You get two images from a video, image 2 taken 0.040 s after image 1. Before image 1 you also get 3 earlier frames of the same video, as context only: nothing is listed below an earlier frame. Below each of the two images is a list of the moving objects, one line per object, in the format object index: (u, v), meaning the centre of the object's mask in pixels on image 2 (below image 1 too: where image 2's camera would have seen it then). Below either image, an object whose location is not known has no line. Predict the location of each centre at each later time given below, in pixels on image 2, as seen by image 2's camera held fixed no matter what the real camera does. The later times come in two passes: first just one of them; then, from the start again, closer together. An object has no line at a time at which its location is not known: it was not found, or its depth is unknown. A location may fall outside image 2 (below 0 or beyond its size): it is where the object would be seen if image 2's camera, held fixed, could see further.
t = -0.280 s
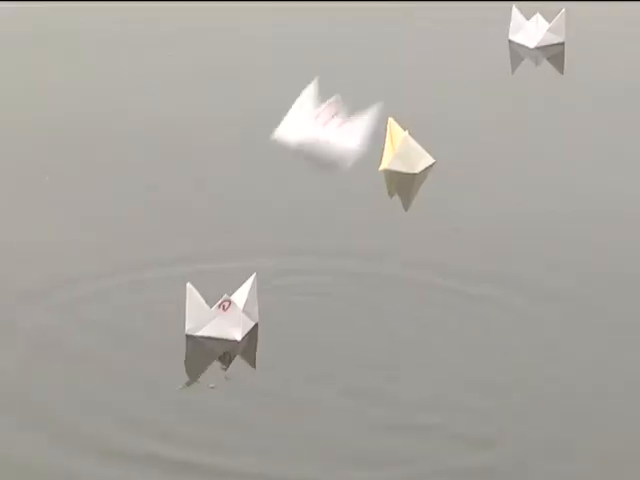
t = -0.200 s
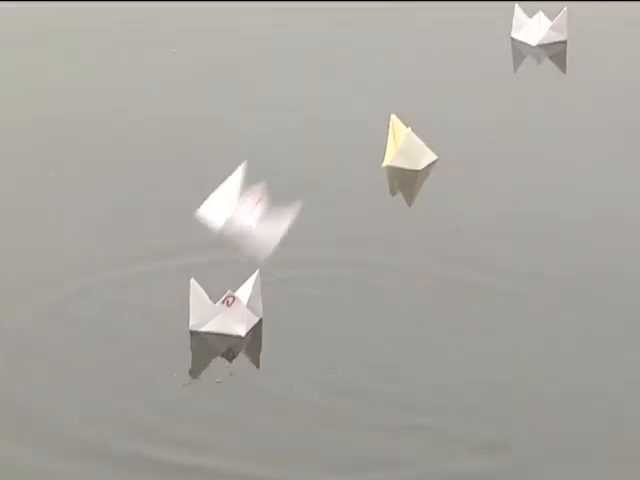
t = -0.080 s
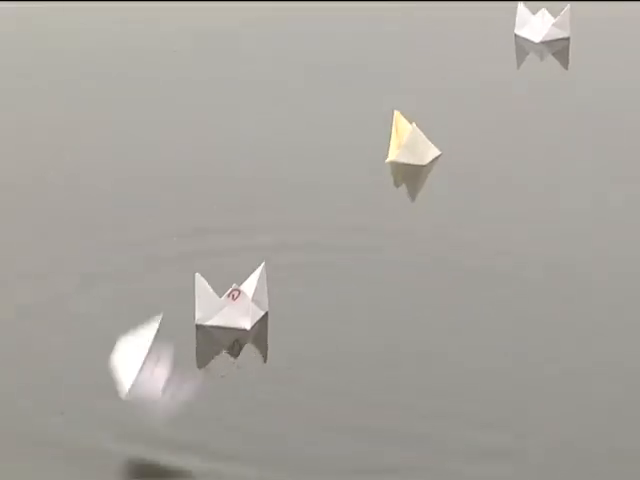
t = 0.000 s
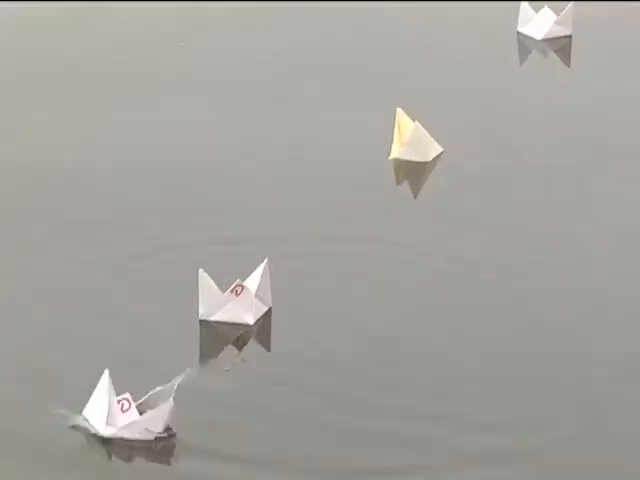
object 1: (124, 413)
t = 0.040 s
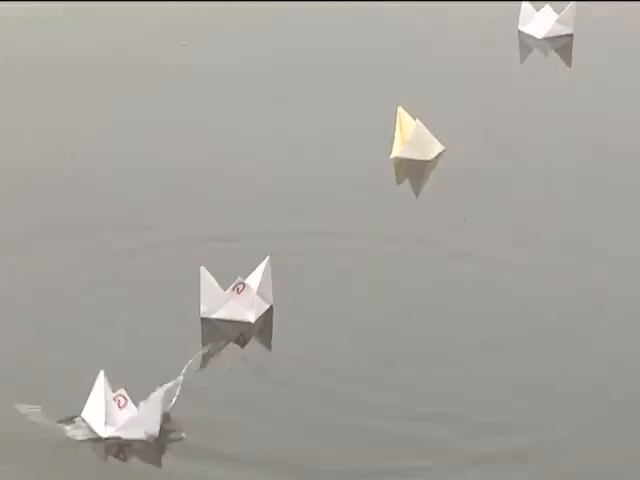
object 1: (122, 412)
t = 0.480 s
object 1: (96, 410)
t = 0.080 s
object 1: (117, 410)
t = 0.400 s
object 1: (98, 412)
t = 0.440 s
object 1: (97, 411)
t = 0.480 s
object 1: (96, 410)
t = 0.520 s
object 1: (95, 409)
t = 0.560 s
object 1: (93, 408)
